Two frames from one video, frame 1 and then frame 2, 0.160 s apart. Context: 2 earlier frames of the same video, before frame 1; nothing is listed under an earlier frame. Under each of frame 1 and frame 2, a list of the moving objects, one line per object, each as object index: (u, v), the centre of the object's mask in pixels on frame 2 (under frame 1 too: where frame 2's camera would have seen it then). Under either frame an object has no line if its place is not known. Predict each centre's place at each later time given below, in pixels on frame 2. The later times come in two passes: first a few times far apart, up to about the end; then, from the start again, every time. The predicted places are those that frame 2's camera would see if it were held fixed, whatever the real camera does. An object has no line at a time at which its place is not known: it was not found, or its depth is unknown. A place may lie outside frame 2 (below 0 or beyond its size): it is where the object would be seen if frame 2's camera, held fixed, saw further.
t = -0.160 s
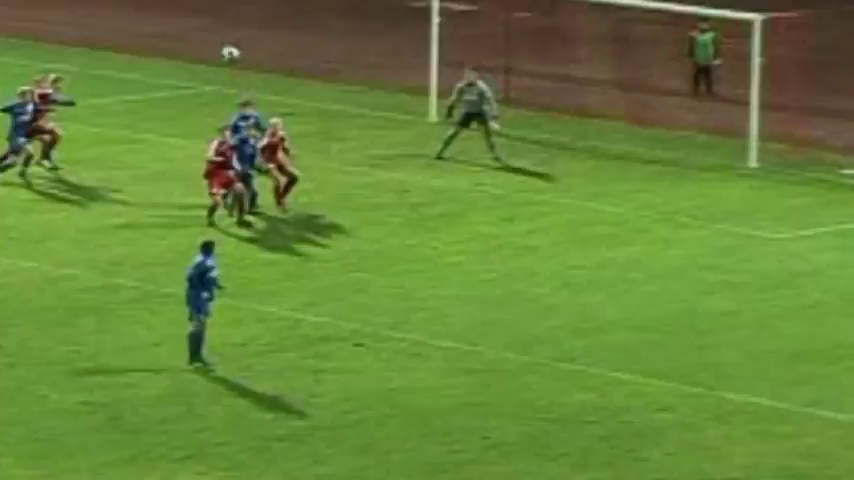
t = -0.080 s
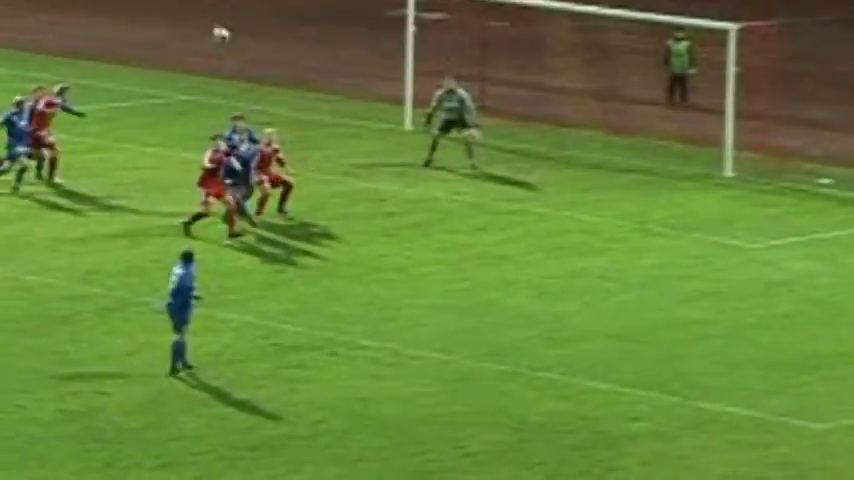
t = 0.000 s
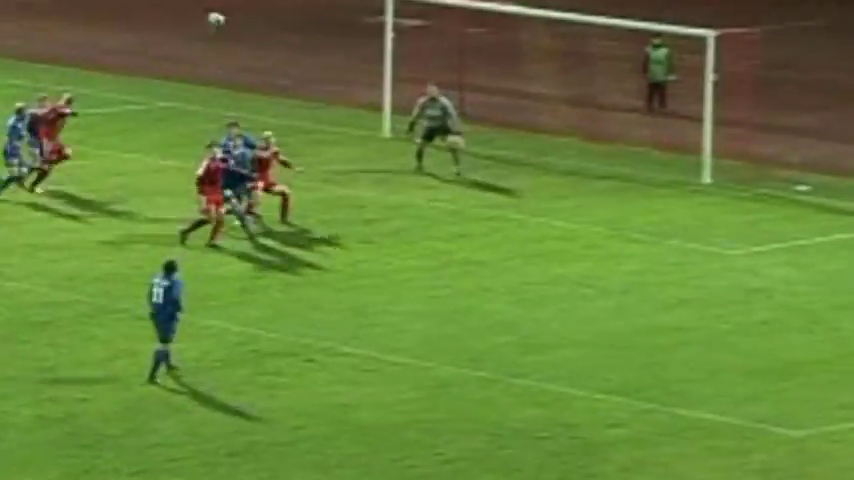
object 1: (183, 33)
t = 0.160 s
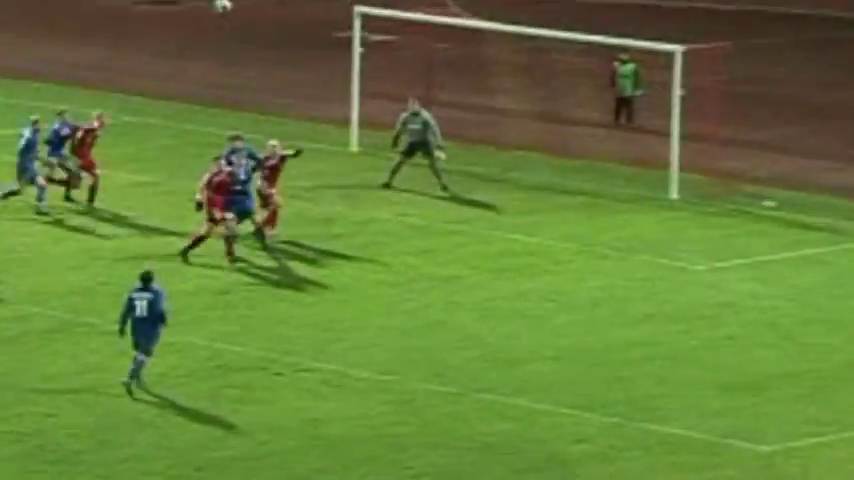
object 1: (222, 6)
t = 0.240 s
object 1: (246, -2)
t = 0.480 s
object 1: (316, 5)
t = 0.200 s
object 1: (234, 1)
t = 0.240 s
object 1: (246, -2)
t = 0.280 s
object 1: (255, -4)
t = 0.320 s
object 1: (267, -4)
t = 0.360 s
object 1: (278, -3)
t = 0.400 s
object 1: (290, -2)
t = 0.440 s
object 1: (304, 1)
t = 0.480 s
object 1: (316, 5)
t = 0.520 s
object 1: (328, 9)
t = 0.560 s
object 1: (338, 15)
